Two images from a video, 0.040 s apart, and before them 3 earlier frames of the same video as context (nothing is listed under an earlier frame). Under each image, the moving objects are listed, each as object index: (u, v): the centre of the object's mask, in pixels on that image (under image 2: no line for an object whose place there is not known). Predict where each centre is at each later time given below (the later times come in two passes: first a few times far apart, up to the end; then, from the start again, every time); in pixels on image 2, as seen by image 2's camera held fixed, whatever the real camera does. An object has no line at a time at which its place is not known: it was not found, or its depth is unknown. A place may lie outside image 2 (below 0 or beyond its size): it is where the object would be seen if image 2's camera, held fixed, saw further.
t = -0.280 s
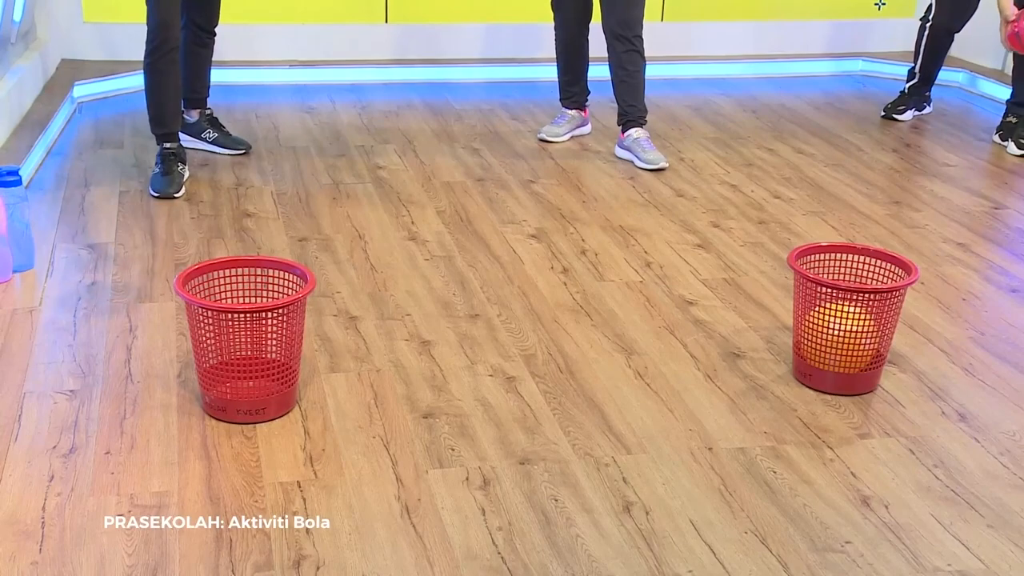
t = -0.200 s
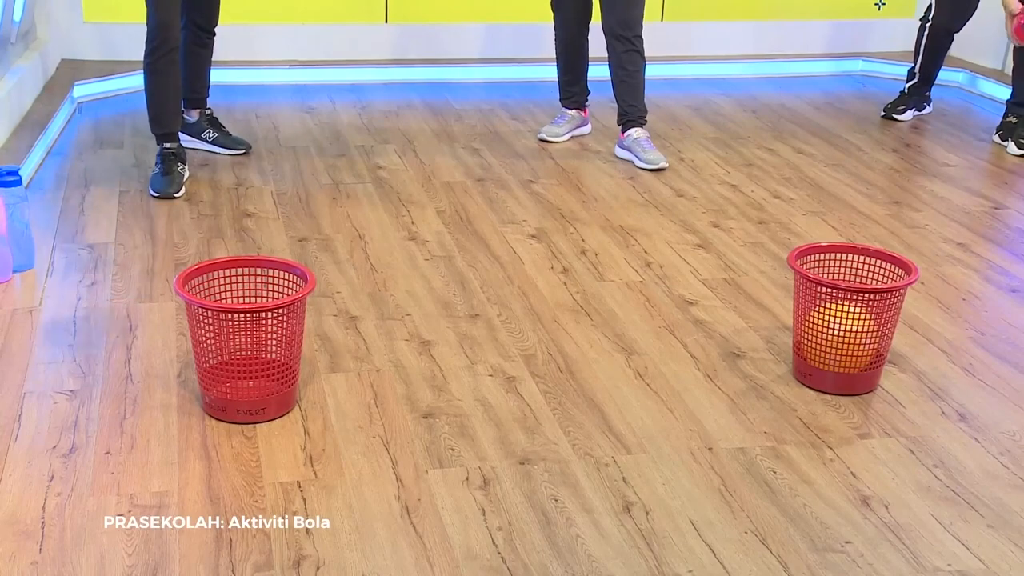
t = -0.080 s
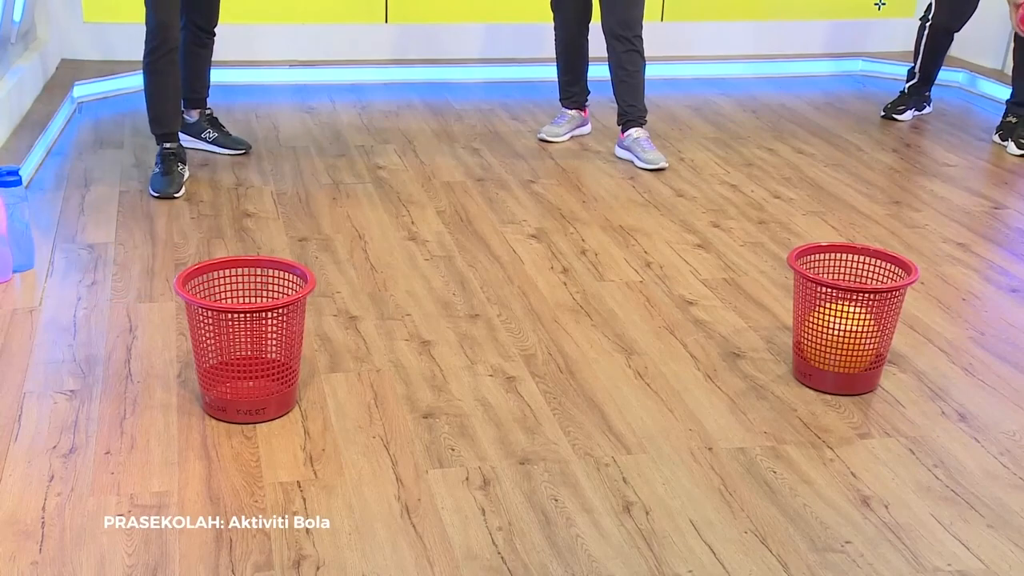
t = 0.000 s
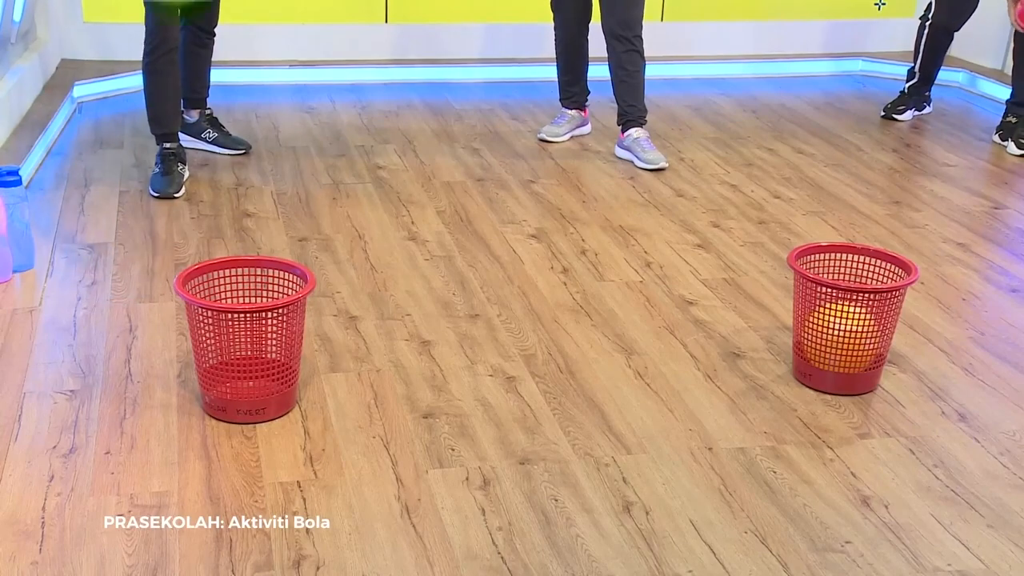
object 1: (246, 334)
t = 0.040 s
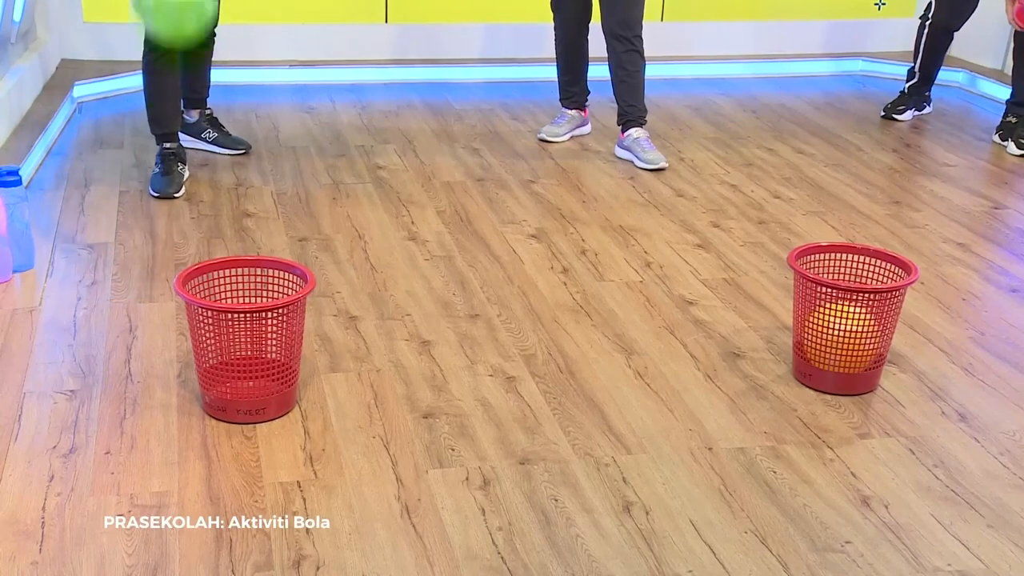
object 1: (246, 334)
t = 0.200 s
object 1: (248, 338)
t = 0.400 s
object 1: (212, 329)
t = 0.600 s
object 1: (213, 321)
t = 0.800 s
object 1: (249, 325)
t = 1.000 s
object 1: (261, 322)
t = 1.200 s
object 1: (236, 324)
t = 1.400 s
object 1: (243, 325)
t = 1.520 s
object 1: (237, 326)
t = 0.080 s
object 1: (246, 334)
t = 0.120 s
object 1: (246, 334)
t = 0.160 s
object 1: (246, 334)
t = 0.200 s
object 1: (248, 338)
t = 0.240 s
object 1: (237, 334)
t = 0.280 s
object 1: (227, 331)
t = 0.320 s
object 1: (220, 329)
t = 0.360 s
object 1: (216, 329)
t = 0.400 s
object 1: (212, 329)
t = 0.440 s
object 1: (210, 328)
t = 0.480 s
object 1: (208, 327)
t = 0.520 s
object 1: (208, 324)
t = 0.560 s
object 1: (209, 321)
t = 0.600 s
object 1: (213, 321)
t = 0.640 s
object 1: (219, 322)
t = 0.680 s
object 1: (224, 322)
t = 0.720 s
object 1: (231, 323)
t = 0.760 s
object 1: (240, 325)
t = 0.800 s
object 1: (249, 325)
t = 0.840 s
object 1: (255, 323)
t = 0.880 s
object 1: (260, 322)
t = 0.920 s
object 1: (262, 321)
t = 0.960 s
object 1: (262, 321)
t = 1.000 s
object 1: (261, 322)
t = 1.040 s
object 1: (257, 323)
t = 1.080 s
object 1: (252, 325)
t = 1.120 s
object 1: (245, 327)
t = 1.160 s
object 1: (239, 325)
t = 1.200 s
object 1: (236, 324)
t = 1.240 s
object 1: (234, 324)
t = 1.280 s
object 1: (235, 325)
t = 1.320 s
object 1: (238, 326)
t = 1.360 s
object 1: (241, 326)
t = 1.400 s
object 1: (243, 325)
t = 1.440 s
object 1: (242, 326)
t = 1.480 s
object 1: (239, 326)
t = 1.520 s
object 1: (237, 326)
